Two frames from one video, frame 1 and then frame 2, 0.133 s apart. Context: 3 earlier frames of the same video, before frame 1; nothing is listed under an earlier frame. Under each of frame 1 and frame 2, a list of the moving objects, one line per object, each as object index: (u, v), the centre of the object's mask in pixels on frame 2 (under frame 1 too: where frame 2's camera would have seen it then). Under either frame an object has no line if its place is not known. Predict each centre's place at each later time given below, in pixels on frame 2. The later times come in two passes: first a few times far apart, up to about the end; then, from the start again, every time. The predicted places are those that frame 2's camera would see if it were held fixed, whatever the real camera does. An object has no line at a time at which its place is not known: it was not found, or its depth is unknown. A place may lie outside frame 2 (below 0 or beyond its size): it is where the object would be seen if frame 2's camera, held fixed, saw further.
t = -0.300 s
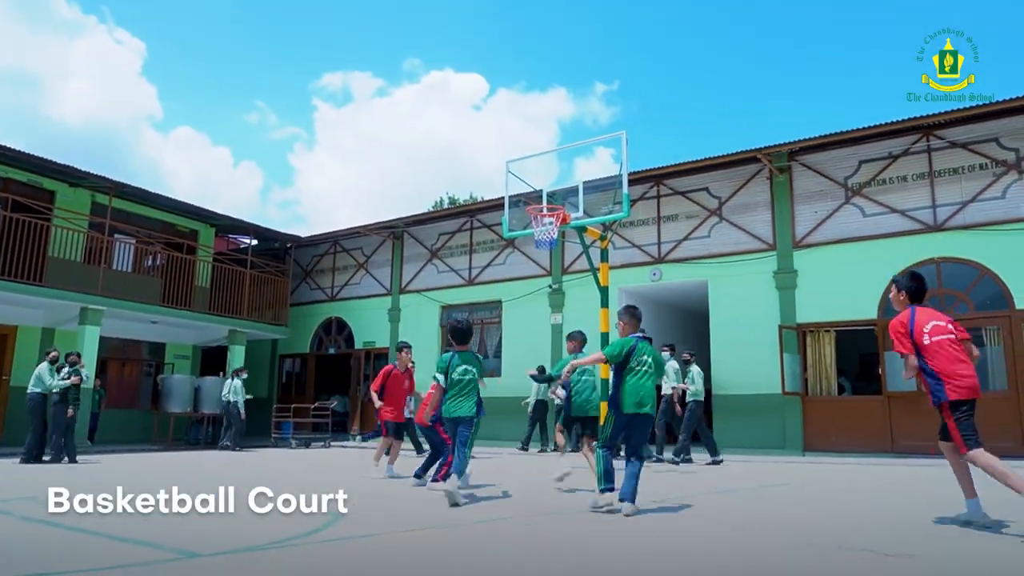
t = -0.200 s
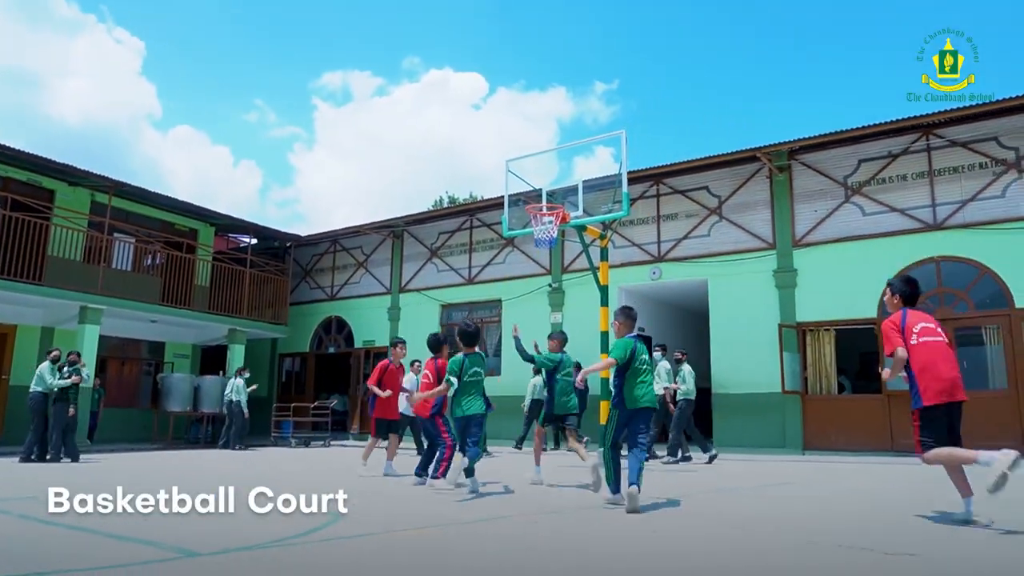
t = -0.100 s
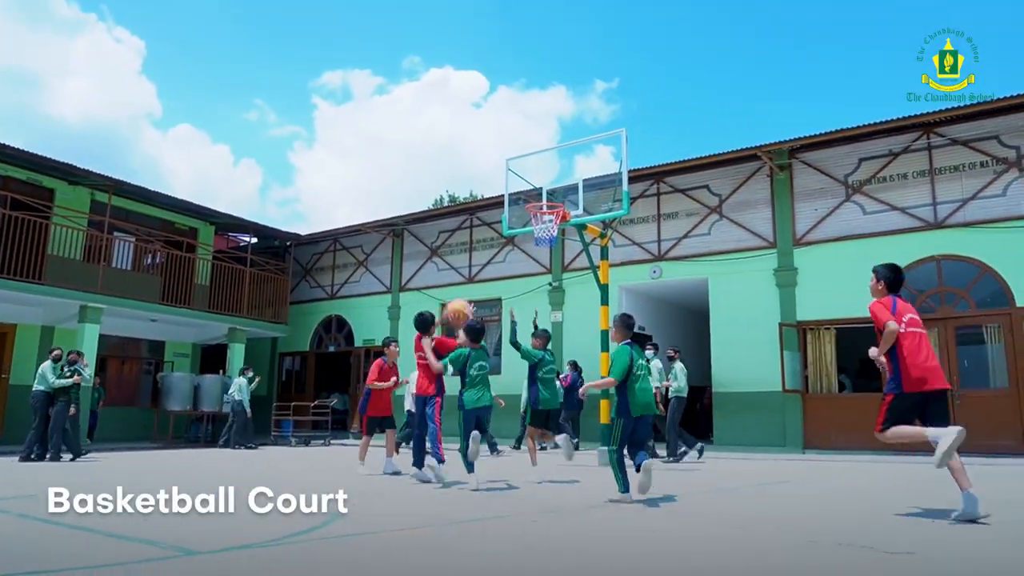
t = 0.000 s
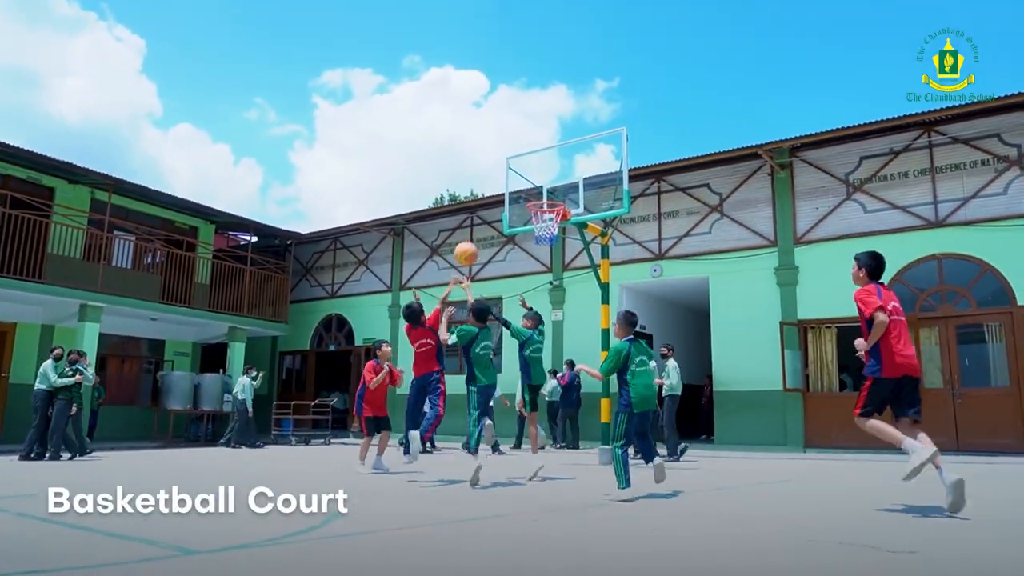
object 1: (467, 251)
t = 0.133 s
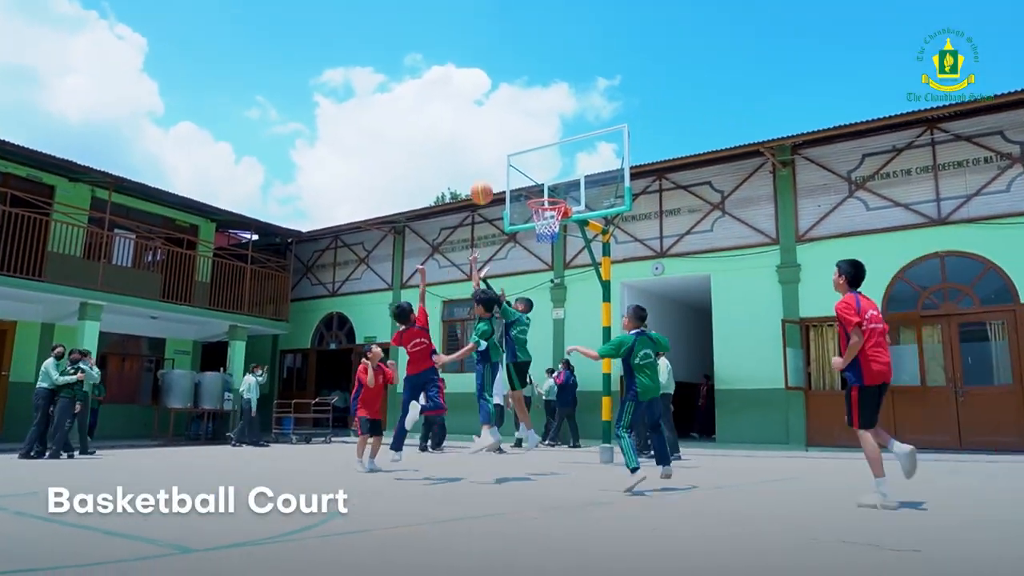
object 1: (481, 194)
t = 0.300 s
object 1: (498, 145)
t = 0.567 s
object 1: (521, 121)
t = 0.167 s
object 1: (485, 181)
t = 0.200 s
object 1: (488, 170)
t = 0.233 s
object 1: (492, 161)
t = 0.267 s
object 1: (495, 152)
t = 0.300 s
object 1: (498, 145)
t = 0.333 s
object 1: (501, 139)
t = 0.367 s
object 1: (504, 133)
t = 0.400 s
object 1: (507, 129)
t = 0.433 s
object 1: (510, 125)
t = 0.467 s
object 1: (513, 123)
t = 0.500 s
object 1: (515, 121)
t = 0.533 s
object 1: (518, 120)
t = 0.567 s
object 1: (521, 121)
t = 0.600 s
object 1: (523, 122)
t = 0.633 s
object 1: (525, 124)
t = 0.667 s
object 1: (528, 127)
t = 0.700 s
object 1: (531, 131)
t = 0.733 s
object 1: (533, 136)
